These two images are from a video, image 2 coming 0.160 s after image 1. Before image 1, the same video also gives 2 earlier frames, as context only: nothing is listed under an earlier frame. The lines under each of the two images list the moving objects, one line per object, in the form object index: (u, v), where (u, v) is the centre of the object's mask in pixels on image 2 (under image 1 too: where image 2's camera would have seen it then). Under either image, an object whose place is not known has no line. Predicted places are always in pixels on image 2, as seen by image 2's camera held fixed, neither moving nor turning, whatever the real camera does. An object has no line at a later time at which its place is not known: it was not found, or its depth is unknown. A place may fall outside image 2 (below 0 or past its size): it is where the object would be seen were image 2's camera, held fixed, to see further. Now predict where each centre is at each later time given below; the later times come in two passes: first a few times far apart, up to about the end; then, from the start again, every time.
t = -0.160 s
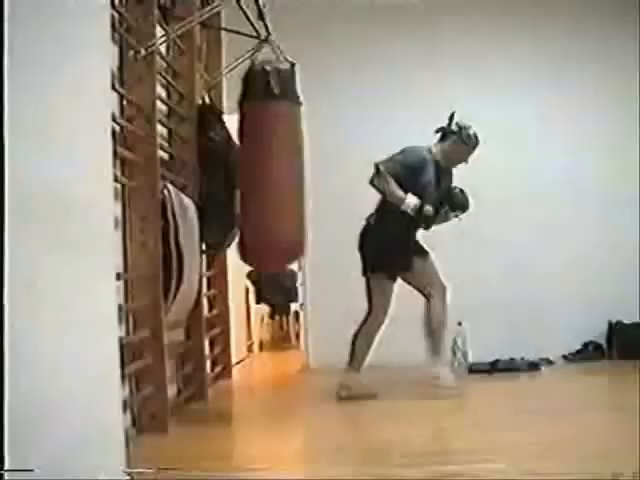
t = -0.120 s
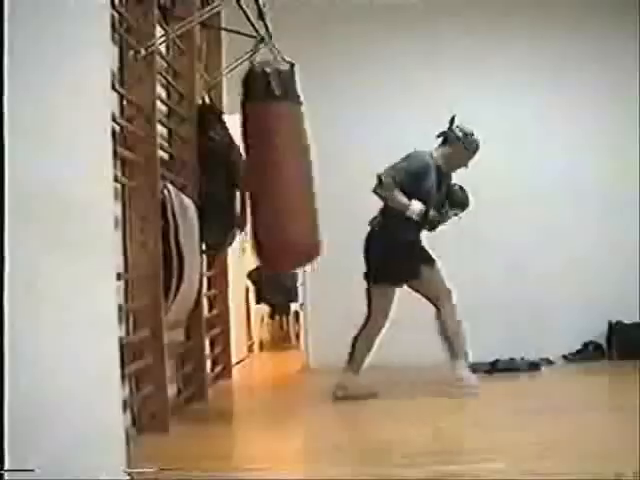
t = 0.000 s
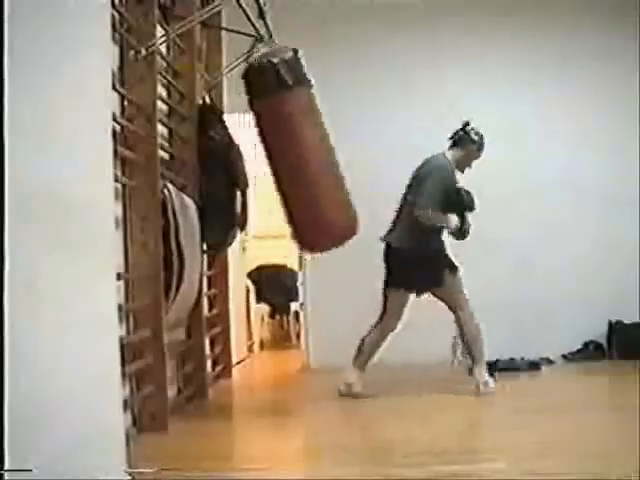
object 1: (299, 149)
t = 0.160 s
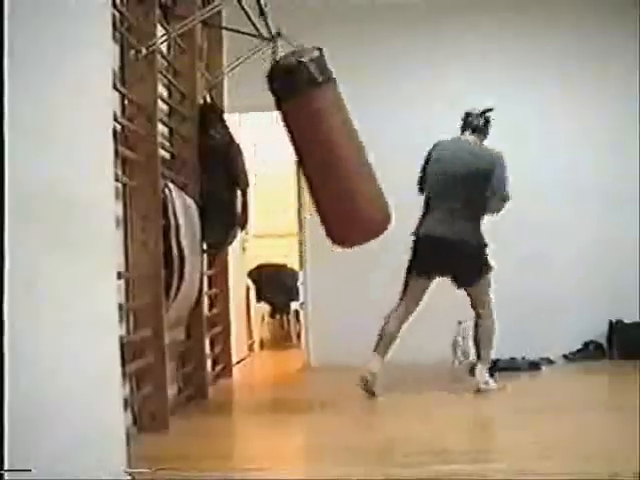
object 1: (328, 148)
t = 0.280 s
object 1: (333, 145)
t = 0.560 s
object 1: (318, 150)
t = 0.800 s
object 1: (277, 160)
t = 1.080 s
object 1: (222, 156)
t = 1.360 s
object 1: (231, 155)
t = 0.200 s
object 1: (330, 144)
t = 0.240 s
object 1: (332, 144)
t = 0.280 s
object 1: (333, 145)
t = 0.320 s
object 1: (333, 144)
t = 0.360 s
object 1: (333, 143)
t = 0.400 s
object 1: (332, 143)
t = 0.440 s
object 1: (330, 145)
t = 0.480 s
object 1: (327, 146)
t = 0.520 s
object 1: (323, 148)
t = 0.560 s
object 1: (318, 150)
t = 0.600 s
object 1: (312, 153)
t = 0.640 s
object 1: (307, 154)
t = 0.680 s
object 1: (300, 156)
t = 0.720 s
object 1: (293, 158)
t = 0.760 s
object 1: (285, 159)
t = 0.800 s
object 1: (277, 160)
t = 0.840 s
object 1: (269, 162)
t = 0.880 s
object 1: (260, 162)
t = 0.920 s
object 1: (252, 161)
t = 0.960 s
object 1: (247, 157)
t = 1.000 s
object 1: (235, 159)
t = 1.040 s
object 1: (226, 158)
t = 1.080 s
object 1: (222, 156)
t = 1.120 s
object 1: (219, 153)
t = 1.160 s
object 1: (219, 151)
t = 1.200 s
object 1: (219, 151)
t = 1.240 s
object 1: (221, 152)
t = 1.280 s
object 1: (224, 154)
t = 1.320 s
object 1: (227, 154)
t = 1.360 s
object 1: (231, 155)
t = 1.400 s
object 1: (234, 156)
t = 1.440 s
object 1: (238, 156)
